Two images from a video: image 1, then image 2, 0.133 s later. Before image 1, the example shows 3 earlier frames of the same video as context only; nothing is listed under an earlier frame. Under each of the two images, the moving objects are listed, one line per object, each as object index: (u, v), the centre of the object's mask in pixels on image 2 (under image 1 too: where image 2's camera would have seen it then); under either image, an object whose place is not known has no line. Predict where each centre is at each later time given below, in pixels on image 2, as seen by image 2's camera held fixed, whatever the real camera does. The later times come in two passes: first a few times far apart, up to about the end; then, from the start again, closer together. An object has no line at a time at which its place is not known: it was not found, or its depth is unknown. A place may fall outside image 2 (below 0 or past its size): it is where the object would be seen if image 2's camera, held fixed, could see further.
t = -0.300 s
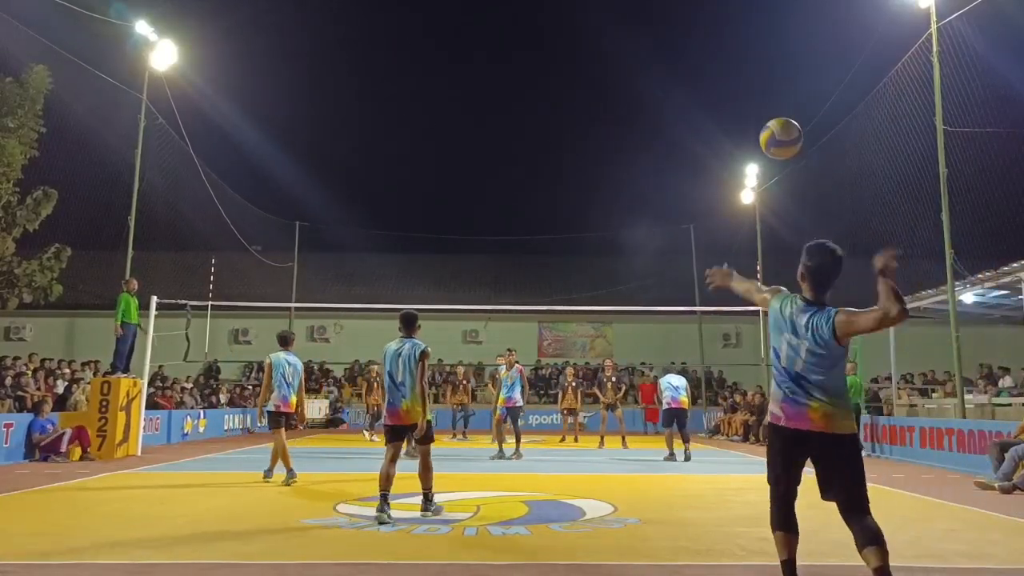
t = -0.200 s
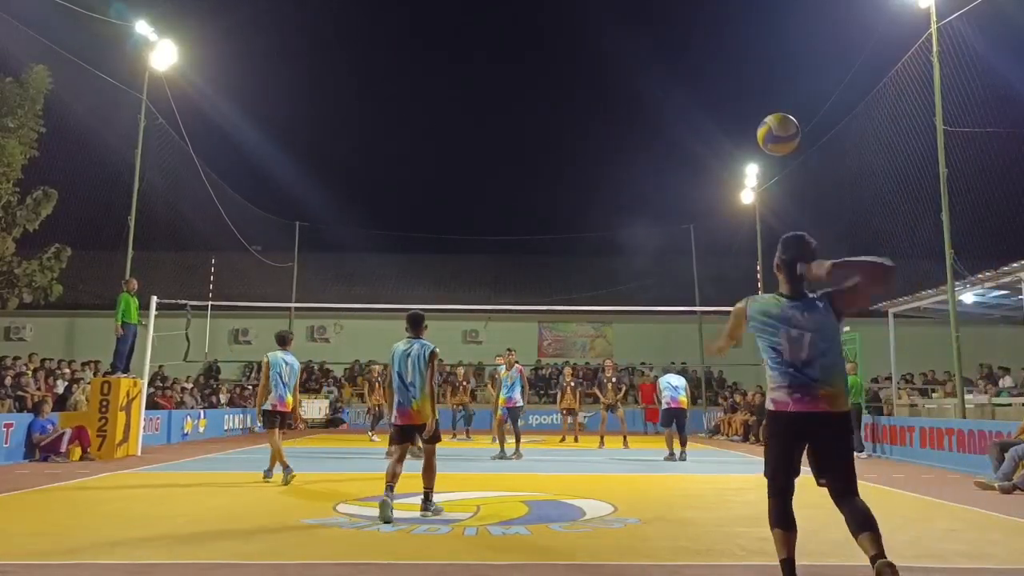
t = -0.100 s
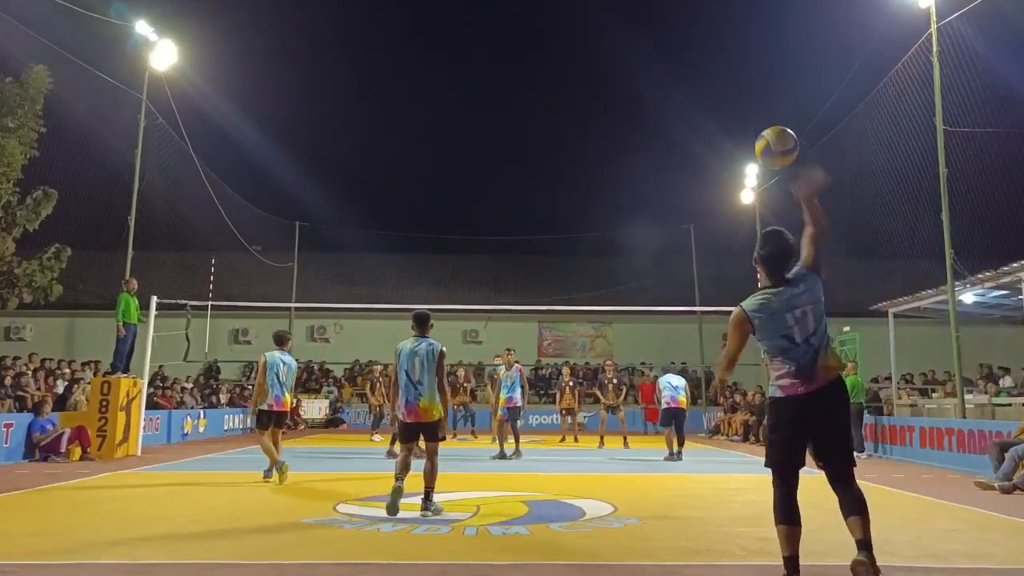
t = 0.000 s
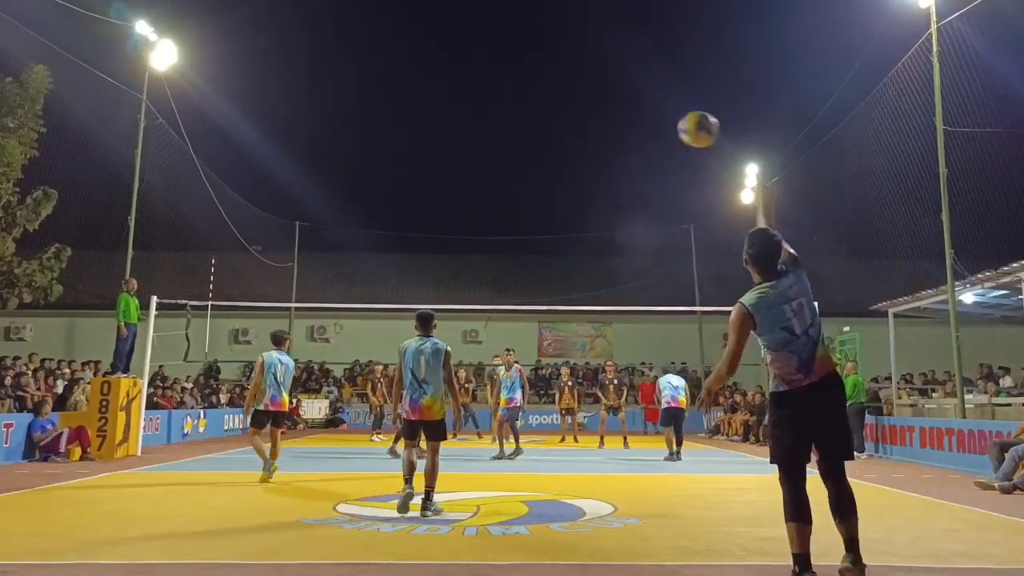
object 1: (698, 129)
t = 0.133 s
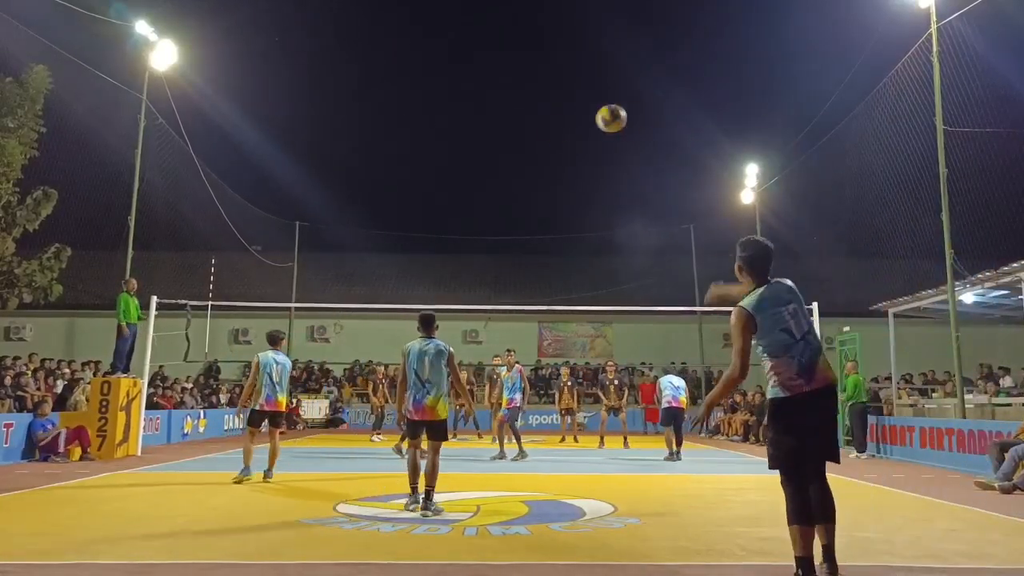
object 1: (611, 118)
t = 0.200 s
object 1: (581, 122)
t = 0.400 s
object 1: (516, 153)
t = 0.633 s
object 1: (472, 210)
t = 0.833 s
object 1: (446, 270)
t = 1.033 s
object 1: (427, 336)
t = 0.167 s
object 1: (595, 119)
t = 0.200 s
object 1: (581, 122)
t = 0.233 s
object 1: (568, 125)
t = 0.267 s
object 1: (556, 129)
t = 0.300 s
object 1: (545, 134)
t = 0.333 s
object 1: (535, 140)
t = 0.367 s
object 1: (525, 146)
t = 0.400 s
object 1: (516, 153)
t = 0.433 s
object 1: (509, 159)
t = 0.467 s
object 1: (501, 167)
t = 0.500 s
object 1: (494, 175)
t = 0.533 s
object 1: (488, 183)
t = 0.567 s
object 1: (482, 192)
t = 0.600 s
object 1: (477, 201)
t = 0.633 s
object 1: (472, 210)
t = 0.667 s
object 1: (467, 220)
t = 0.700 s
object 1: (462, 229)
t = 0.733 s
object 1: (458, 239)
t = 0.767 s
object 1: (454, 250)
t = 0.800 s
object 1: (450, 260)
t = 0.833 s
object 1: (446, 270)
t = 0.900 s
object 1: (439, 293)
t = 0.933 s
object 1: (436, 303)
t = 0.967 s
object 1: (433, 315)
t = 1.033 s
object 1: (427, 336)
